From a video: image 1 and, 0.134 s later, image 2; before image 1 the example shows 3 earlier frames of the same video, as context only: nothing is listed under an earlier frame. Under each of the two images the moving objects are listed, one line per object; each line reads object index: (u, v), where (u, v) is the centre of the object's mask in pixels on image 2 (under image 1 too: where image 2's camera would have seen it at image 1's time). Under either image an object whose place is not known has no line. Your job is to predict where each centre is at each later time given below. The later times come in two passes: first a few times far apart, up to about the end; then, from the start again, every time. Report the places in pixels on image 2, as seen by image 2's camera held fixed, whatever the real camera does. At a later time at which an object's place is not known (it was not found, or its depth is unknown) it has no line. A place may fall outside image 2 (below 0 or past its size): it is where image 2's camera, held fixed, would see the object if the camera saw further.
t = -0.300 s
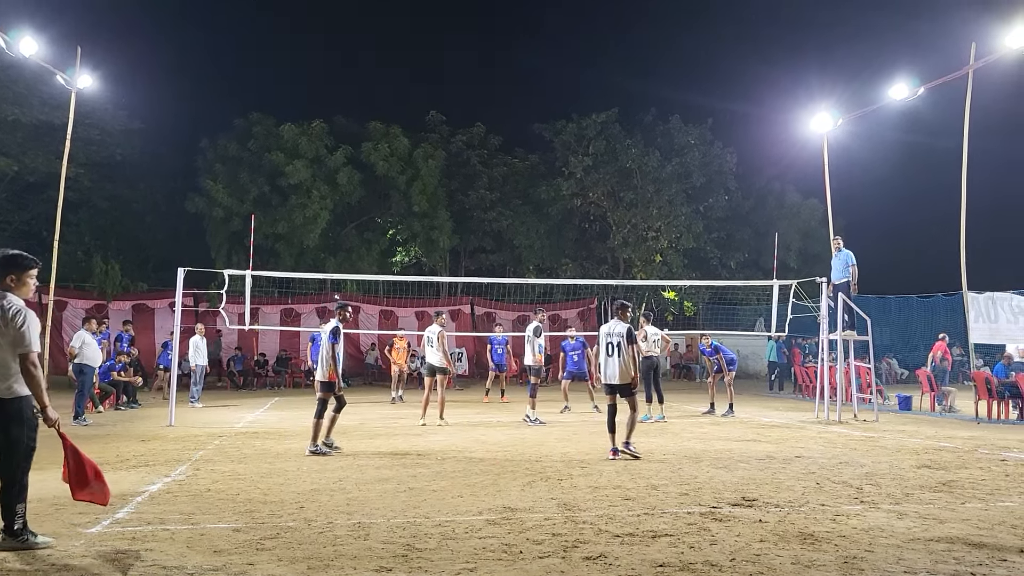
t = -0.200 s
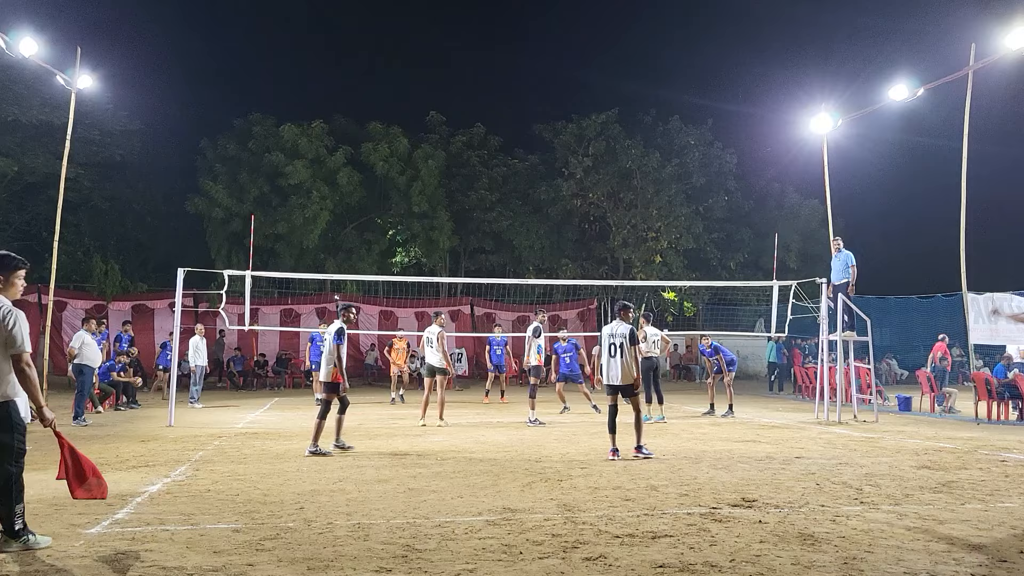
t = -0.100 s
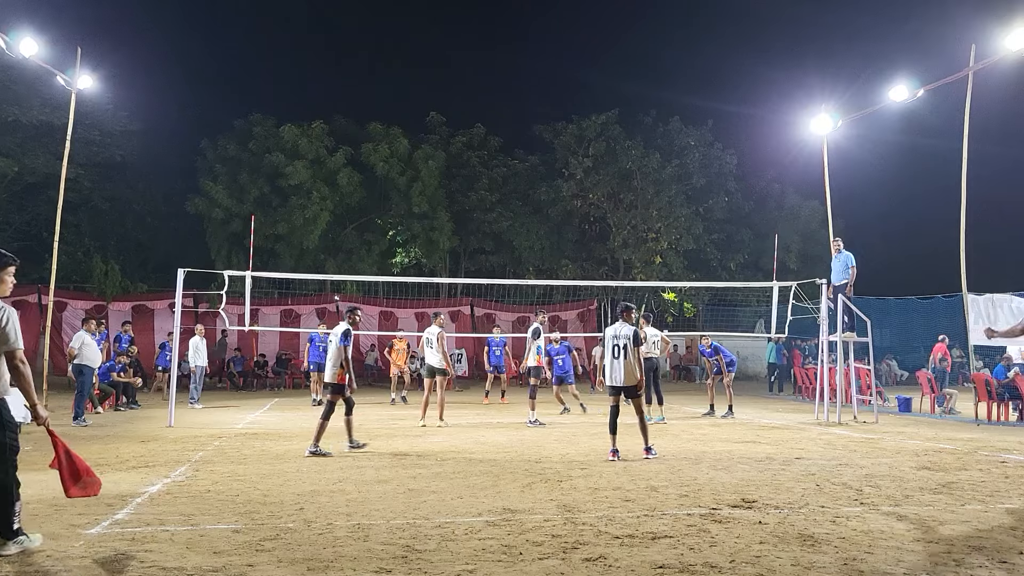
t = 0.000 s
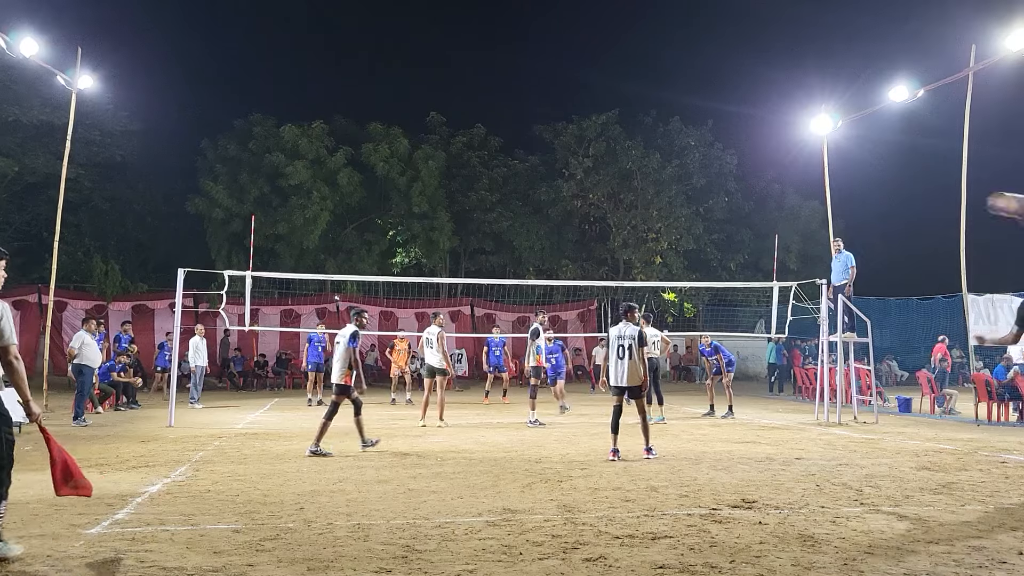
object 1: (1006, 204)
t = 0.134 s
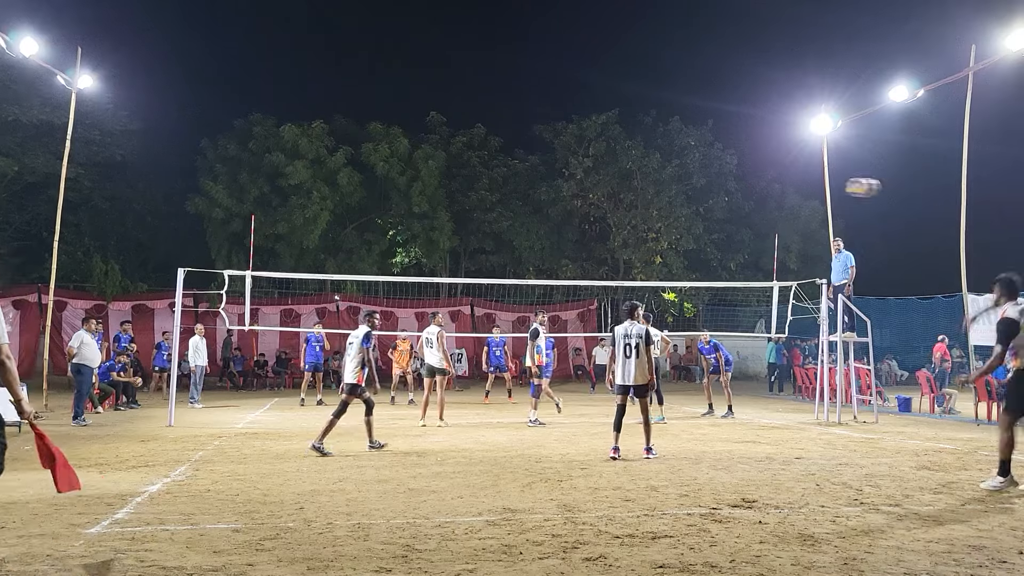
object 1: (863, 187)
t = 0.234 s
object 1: (787, 188)
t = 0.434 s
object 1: (681, 209)
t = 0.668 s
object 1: (597, 253)
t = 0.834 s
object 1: (552, 292)
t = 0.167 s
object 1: (838, 187)
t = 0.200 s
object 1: (810, 186)
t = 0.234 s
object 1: (787, 188)
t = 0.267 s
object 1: (766, 189)
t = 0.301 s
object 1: (747, 192)
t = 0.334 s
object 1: (729, 196)
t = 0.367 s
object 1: (712, 200)
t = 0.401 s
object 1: (696, 204)
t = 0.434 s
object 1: (681, 209)
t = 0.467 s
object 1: (667, 214)
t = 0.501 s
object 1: (653, 220)
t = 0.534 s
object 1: (641, 227)
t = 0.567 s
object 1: (629, 233)
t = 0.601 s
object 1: (618, 239)
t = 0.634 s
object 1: (607, 246)
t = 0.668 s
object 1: (597, 253)
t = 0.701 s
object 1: (587, 260)
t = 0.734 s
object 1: (577, 268)
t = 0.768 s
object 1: (569, 275)
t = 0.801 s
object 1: (559, 283)
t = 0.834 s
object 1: (552, 292)
